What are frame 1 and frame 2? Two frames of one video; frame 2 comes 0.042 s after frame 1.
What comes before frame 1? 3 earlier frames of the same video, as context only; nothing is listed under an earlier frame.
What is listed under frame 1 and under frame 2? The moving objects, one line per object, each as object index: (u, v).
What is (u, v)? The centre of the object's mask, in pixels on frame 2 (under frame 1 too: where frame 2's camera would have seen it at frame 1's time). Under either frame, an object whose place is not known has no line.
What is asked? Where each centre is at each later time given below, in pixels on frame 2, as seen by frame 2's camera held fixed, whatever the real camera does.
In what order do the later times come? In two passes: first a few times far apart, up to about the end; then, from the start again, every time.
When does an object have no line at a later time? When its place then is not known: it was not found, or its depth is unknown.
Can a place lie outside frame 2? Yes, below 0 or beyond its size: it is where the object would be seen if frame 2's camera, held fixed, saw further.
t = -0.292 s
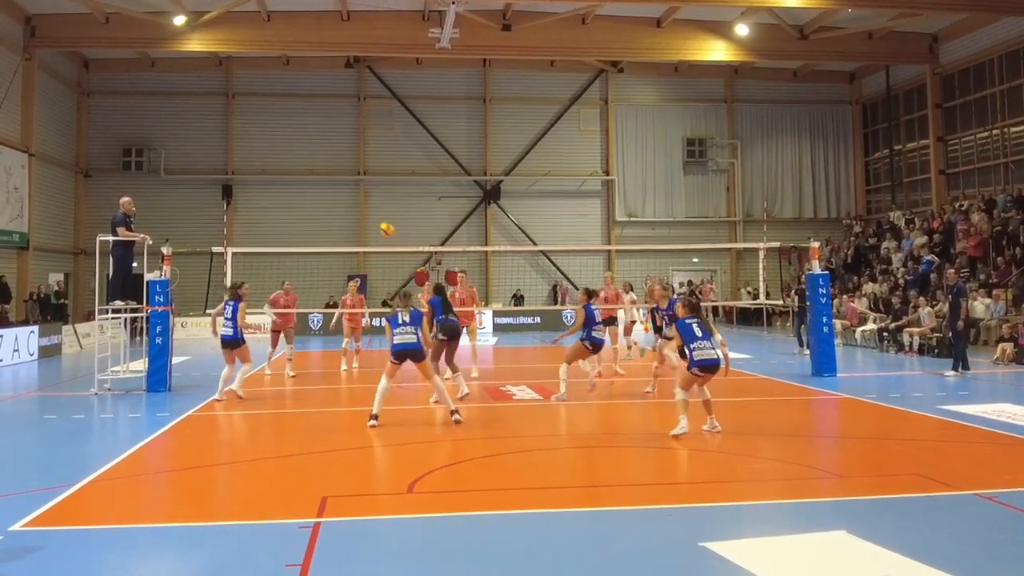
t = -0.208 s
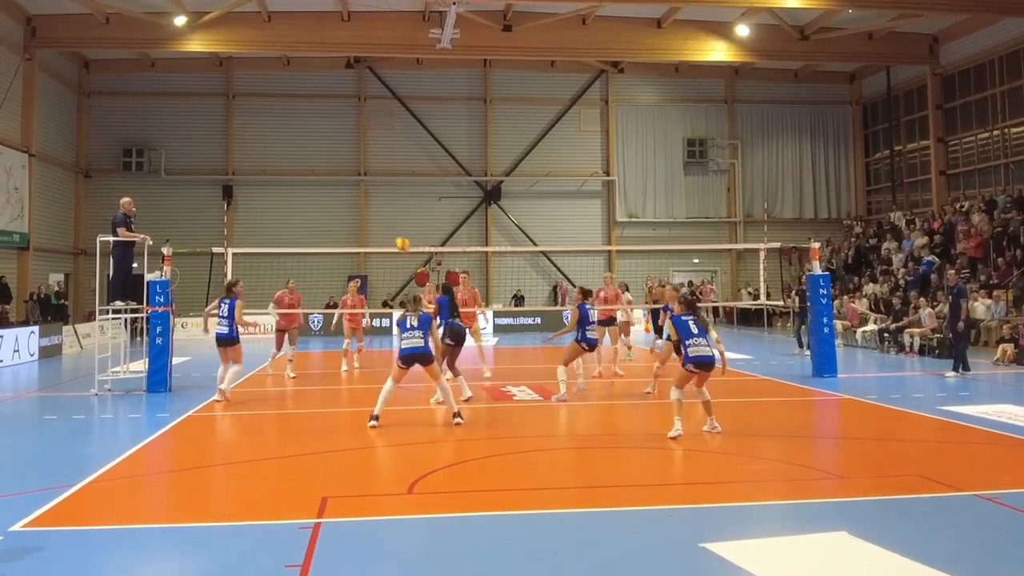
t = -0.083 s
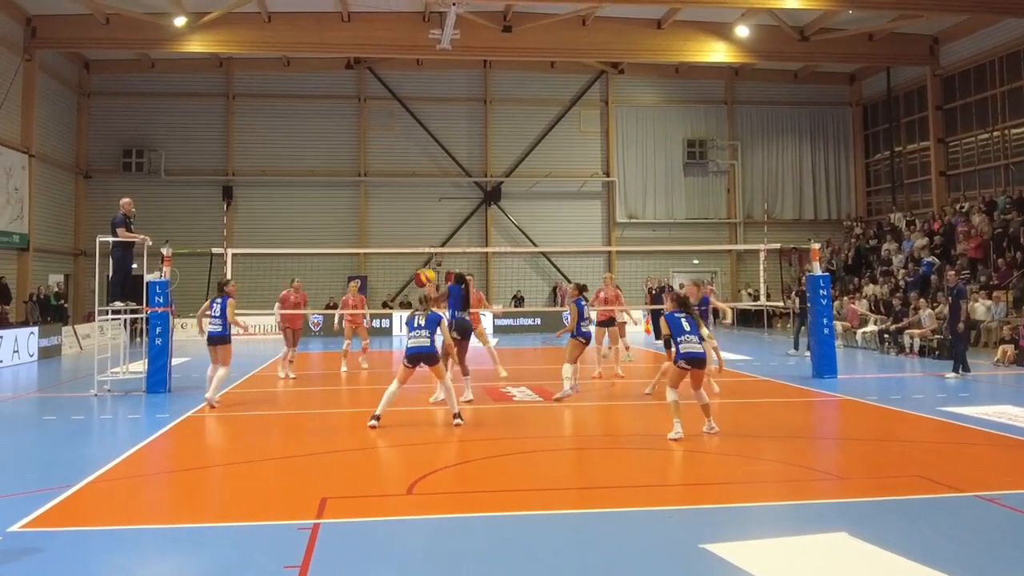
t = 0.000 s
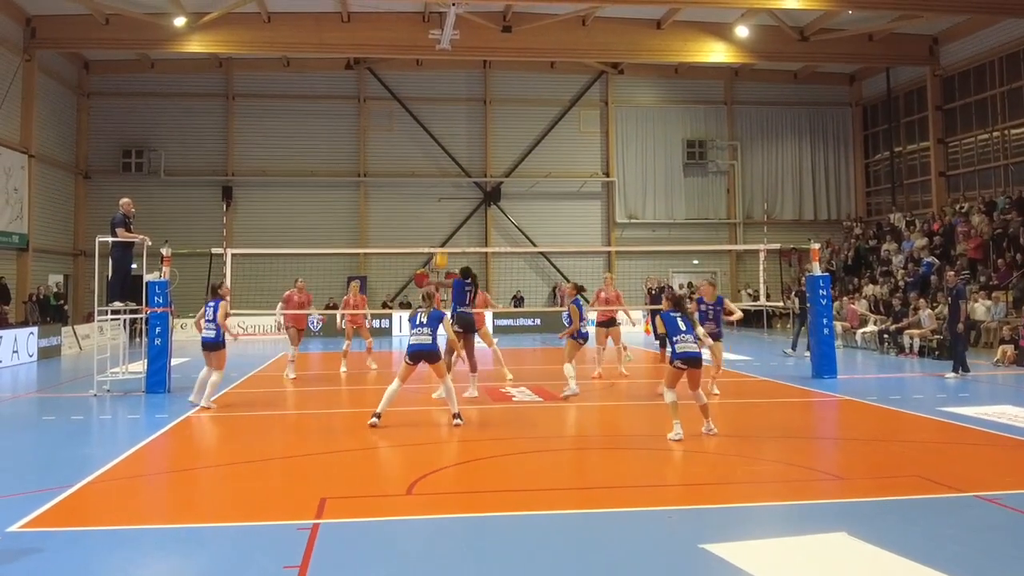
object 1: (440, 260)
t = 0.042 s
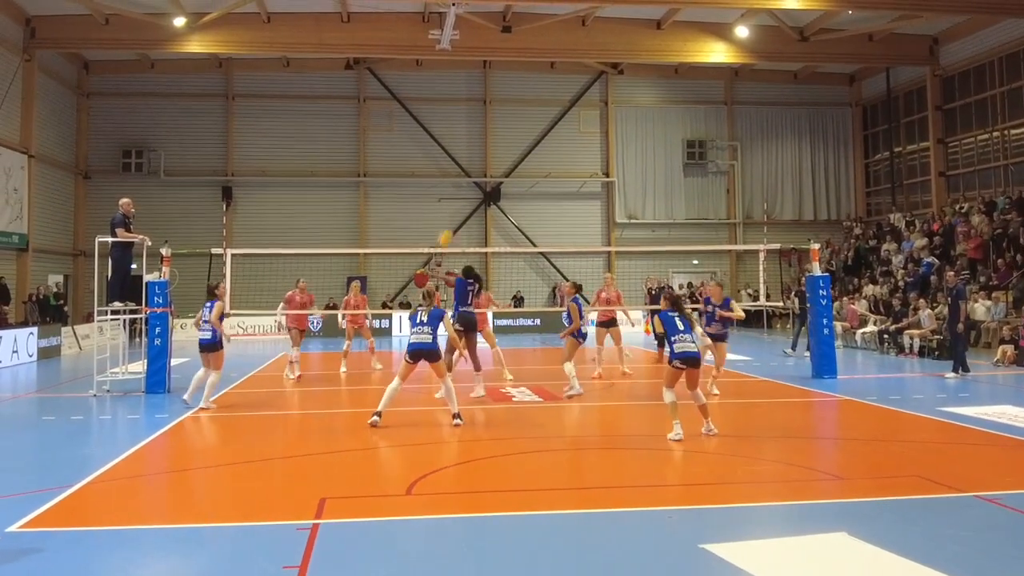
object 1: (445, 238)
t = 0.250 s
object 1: (468, 157)
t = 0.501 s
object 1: (495, 98)
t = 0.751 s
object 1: (522, 78)
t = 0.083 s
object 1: (450, 221)
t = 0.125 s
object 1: (454, 202)
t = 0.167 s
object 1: (459, 186)
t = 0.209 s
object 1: (464, 171)
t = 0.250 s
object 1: (468, 157)
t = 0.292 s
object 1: (473, 145)
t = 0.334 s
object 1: (478, 132)
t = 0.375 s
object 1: (482, 122)
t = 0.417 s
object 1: (487, 113)
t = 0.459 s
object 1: (491, 105)
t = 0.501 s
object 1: (495, 98)
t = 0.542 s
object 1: (500, 92)
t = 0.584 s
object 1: (504, 88)
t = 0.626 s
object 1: (509, 83)
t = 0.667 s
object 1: (513, 81)
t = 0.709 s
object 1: (518, 79)
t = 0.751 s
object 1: (522, 78)
